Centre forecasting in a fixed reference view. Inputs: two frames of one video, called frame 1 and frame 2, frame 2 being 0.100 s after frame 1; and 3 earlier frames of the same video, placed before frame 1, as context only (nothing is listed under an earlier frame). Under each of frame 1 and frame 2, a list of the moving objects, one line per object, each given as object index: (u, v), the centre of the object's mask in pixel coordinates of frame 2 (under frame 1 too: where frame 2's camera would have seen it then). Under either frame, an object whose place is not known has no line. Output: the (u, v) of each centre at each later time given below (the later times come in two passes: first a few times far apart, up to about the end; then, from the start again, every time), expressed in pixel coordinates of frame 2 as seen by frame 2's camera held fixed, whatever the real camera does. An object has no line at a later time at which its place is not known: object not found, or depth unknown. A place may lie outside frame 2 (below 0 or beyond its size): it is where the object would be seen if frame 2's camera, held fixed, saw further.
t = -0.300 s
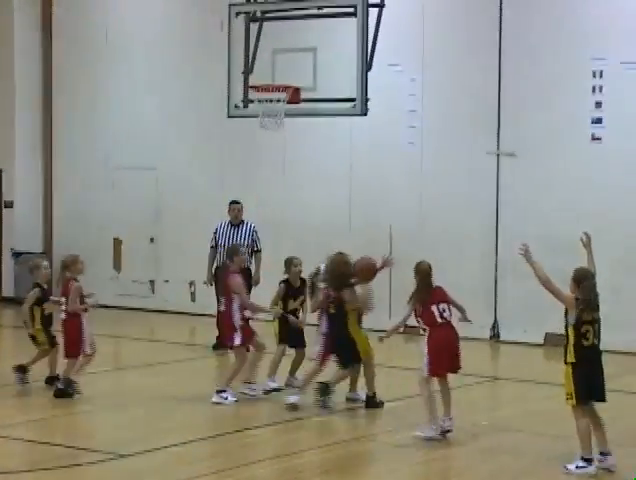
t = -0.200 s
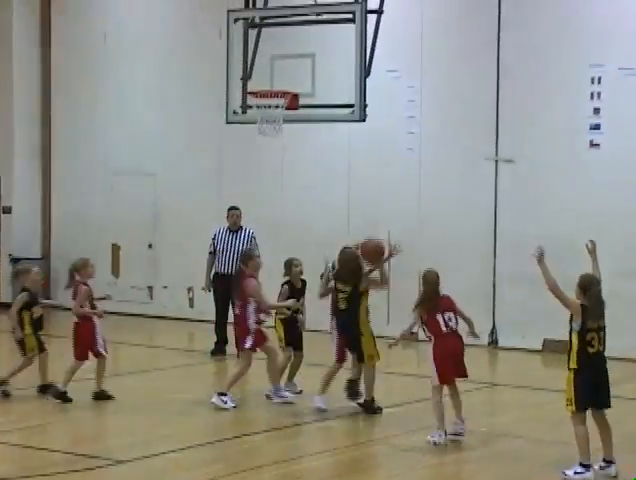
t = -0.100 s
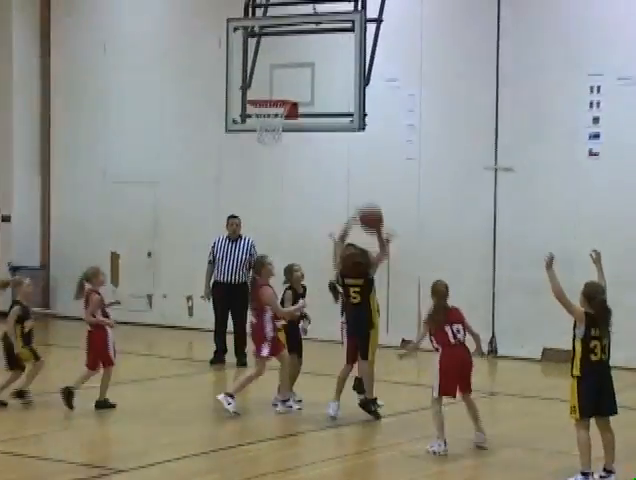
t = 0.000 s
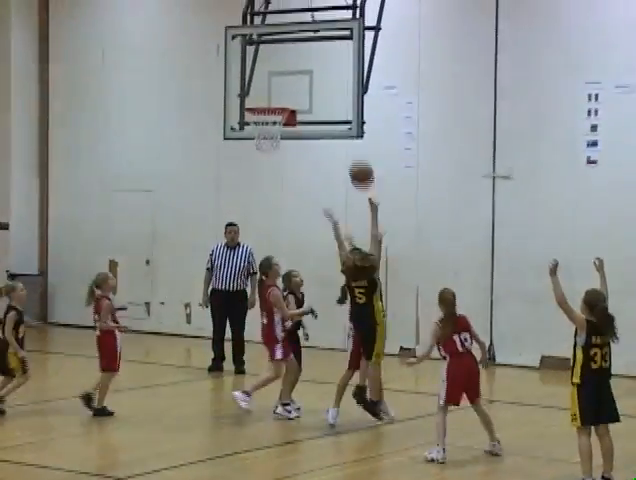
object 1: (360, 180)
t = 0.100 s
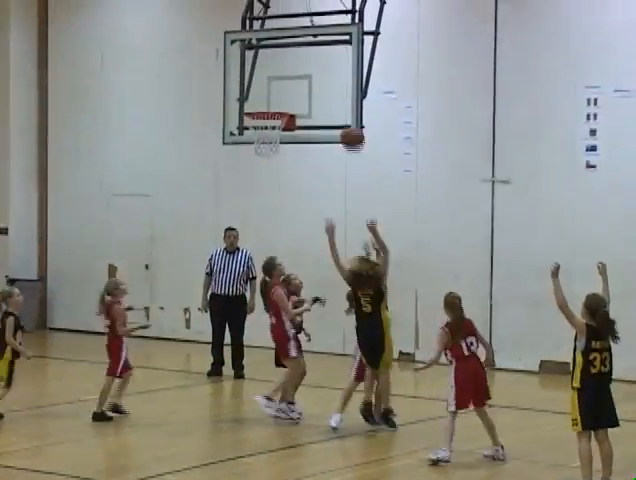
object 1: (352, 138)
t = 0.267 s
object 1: (339, 93)
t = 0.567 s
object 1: (316, 88)
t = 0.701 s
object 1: (306, 112)
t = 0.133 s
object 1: (349, 126)
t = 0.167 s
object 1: (346, 115)
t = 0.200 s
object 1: (344, 107)
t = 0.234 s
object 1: (342, 100)
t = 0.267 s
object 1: (339, 93)
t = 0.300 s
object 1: (337, 88)
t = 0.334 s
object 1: (334, 84)
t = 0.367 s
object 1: (331, 81)
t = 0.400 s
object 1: (329, 80)
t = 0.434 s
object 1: (326, 79)
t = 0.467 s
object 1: (324, 80)
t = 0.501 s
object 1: (321, 81)
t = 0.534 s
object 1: (318, 84)
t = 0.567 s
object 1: (316, 88)
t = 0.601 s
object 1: (314, 92)
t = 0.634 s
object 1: (311, 98)
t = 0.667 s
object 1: (308, 105)
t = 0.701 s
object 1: (306, 112)
